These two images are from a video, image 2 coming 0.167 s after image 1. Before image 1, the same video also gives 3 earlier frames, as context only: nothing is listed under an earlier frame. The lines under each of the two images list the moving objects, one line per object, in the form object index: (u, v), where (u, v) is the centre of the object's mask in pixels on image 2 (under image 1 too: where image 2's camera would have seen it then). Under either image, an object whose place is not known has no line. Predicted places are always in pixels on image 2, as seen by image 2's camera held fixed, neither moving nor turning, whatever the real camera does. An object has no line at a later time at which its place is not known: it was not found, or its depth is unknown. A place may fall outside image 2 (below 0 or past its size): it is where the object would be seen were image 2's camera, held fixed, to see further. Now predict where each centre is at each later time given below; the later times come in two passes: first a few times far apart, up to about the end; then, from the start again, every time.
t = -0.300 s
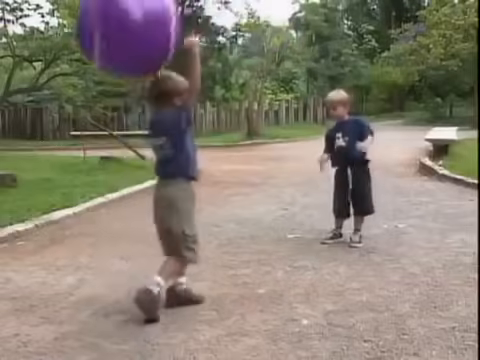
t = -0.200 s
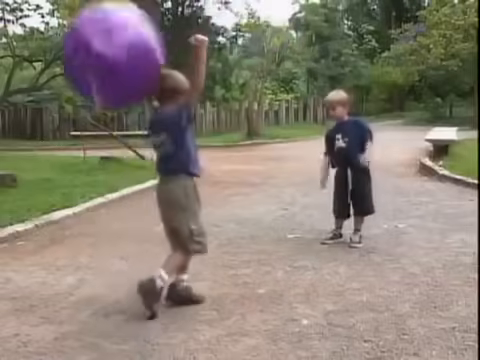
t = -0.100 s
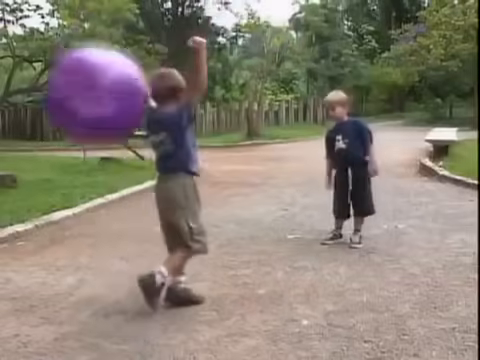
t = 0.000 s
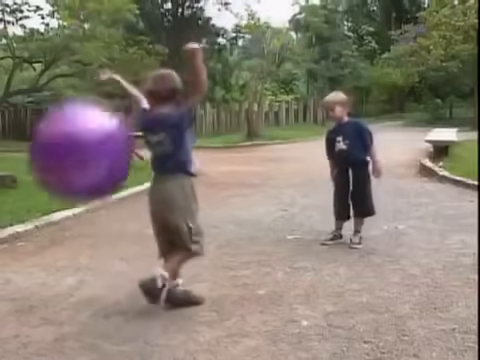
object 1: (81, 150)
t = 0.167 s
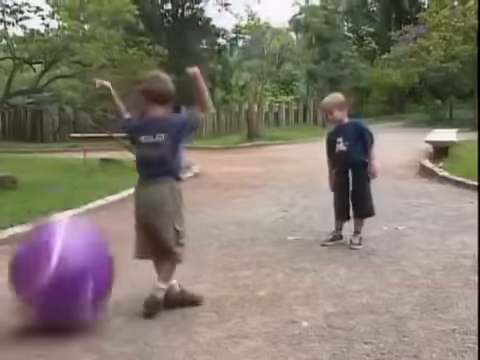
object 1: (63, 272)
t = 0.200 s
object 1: (56, 281)
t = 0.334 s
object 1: (34, 198)
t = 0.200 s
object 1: (56, 281)
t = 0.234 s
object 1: (49, 262)
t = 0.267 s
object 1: (43, 239)
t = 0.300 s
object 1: (38, 217)
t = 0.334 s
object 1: (34, 198)
